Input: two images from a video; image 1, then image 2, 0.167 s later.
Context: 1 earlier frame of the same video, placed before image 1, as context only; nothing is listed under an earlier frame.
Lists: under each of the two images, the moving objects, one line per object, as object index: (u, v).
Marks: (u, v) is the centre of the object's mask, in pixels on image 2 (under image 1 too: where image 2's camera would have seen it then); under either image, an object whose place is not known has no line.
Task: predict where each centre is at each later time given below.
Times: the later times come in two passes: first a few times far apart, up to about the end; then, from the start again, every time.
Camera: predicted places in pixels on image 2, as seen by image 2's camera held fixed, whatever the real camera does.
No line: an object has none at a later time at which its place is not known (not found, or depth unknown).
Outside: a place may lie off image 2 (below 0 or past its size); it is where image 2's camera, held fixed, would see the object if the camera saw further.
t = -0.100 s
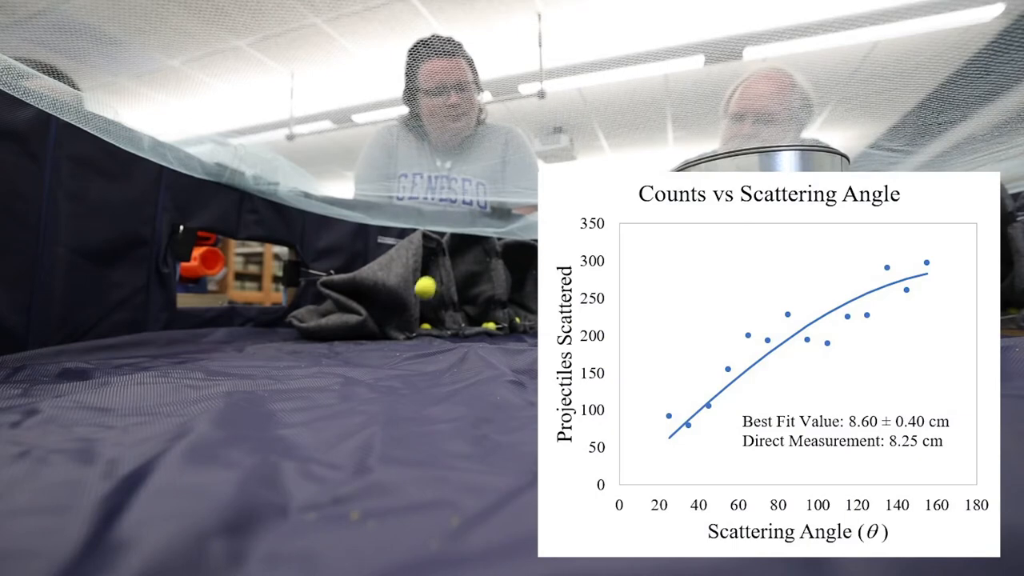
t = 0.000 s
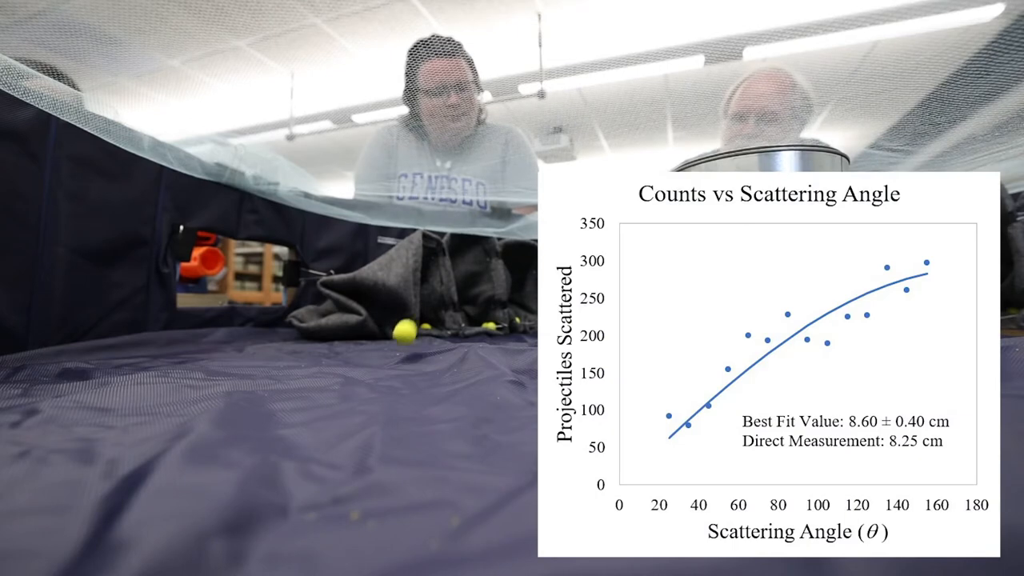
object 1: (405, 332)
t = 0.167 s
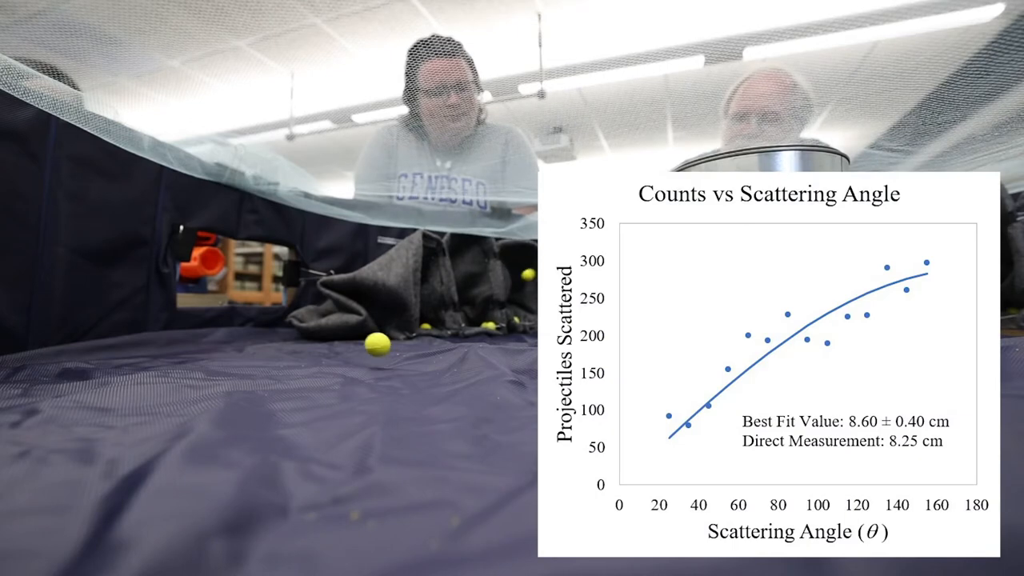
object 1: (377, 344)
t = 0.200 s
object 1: (372, 341)
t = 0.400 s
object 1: (339, 339)
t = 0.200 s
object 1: (372, 341)
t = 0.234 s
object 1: (367, 339)
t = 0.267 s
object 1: (362, 337)
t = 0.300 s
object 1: (356, 336)
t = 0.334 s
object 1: (350, 336)
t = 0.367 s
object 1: (345, 337)
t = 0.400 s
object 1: (339, 339)
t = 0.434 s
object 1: (333, 341)
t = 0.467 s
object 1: (326, 344)
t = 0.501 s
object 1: (320, 349)
